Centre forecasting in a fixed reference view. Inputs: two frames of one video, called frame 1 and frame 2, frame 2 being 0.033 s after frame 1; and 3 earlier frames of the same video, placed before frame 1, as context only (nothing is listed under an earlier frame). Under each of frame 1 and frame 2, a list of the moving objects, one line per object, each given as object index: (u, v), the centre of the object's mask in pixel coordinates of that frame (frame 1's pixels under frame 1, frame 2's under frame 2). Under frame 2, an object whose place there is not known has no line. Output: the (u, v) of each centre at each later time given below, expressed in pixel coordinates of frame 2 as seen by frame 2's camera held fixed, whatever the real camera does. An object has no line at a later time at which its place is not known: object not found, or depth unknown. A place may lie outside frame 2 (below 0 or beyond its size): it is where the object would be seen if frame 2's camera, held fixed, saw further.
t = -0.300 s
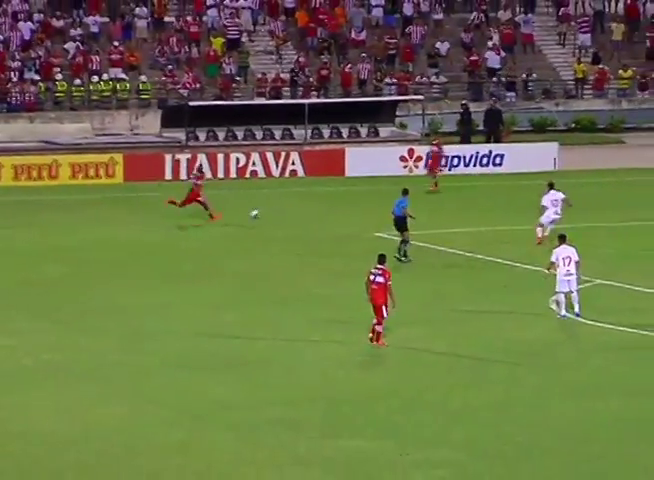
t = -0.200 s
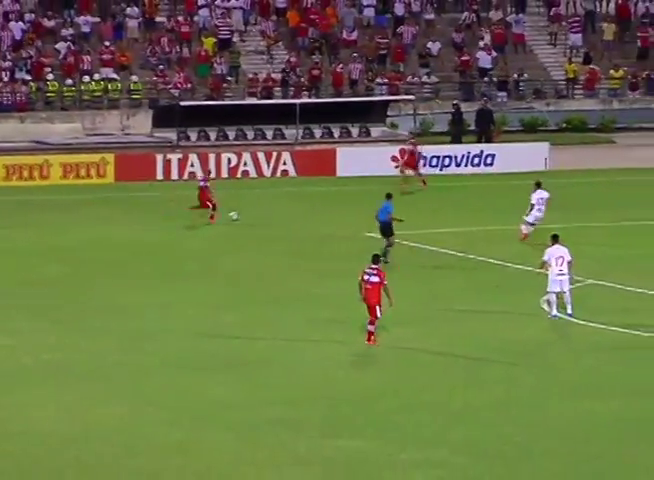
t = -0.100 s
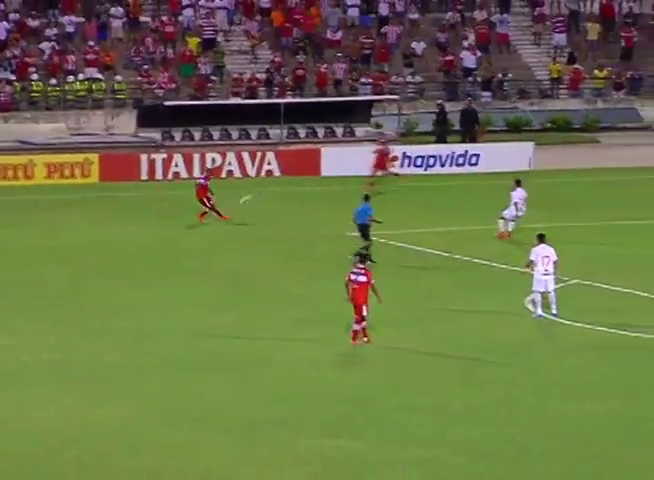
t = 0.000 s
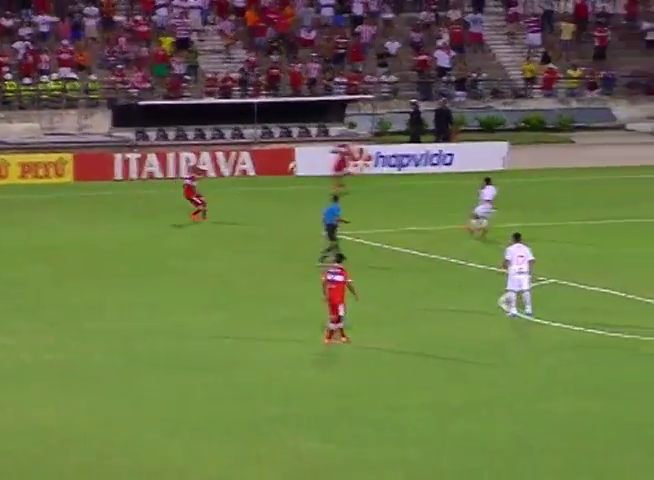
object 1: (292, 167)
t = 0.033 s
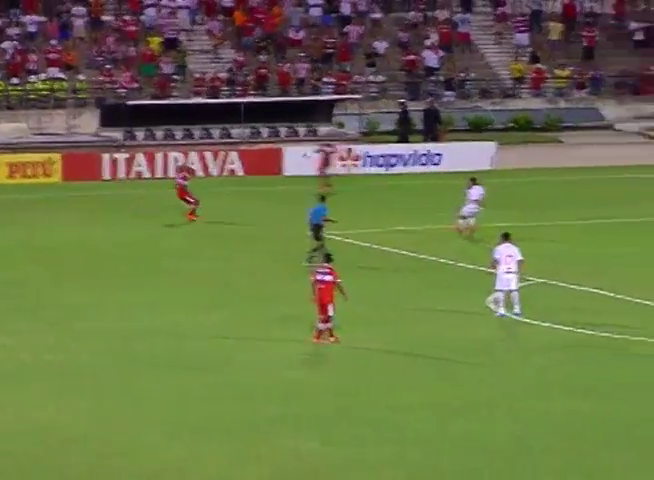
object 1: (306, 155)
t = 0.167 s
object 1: (398, 116)
